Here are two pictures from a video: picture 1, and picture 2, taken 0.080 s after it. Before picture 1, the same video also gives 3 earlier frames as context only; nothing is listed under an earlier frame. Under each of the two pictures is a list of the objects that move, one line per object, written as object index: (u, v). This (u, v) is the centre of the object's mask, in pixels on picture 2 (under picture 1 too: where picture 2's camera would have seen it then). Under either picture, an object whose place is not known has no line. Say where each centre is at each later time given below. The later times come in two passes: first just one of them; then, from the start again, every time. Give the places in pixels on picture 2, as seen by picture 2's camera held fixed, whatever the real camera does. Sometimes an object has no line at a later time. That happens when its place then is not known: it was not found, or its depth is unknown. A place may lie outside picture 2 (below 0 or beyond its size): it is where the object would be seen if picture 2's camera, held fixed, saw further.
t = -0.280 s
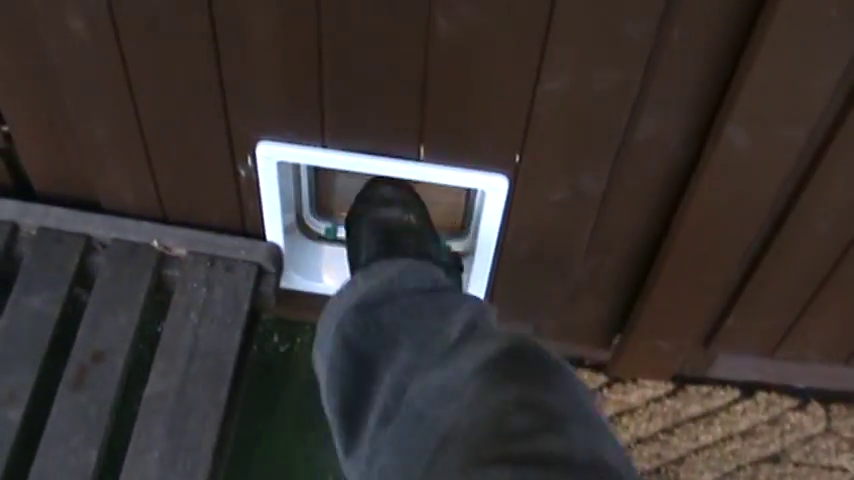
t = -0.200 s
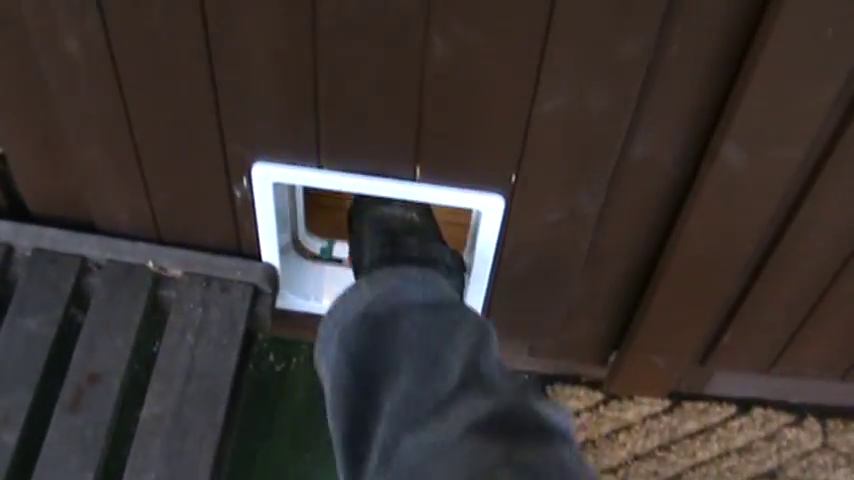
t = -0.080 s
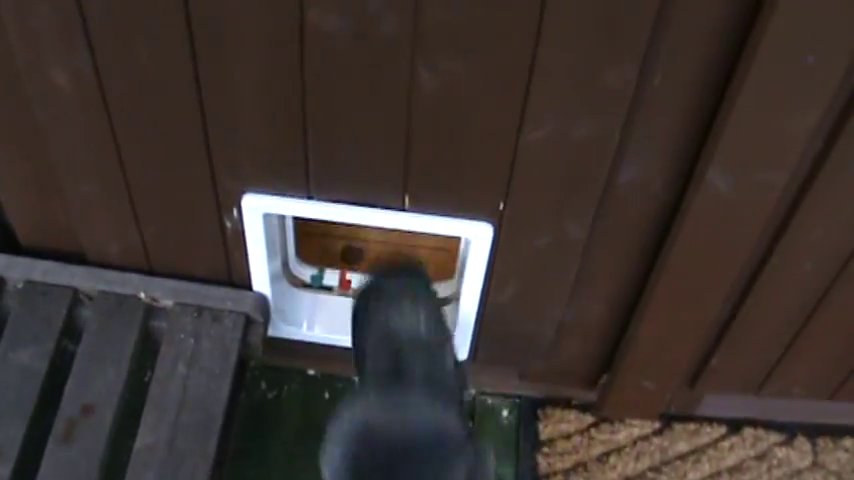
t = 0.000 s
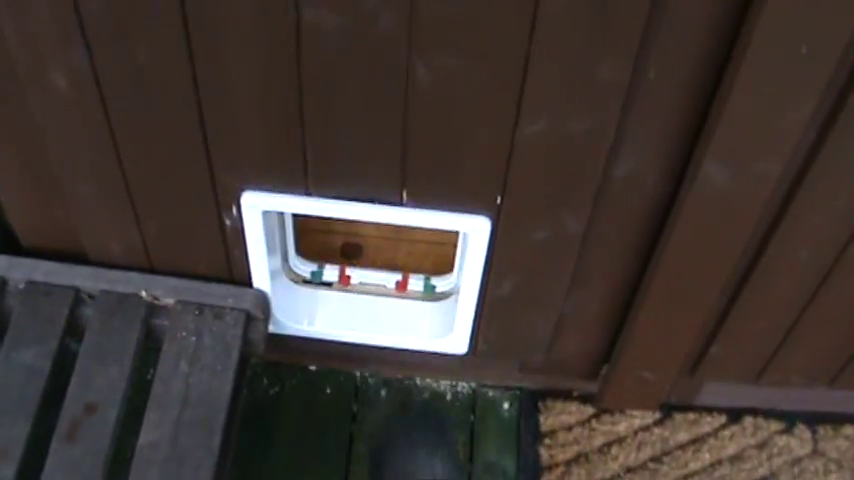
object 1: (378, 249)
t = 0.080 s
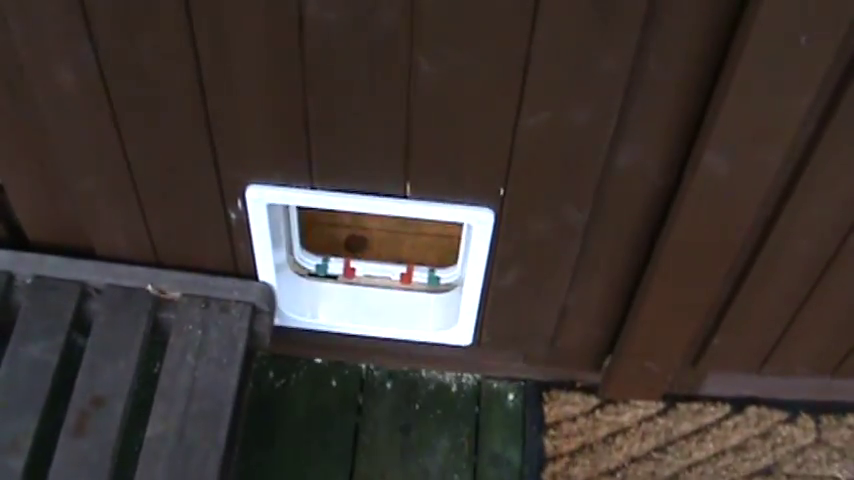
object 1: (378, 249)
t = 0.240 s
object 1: (375, 248)
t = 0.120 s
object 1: (378, 248)
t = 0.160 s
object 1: (378, 249)
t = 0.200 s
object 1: (374, 257)
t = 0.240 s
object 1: (375, 248)
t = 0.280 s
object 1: (373, 248)
